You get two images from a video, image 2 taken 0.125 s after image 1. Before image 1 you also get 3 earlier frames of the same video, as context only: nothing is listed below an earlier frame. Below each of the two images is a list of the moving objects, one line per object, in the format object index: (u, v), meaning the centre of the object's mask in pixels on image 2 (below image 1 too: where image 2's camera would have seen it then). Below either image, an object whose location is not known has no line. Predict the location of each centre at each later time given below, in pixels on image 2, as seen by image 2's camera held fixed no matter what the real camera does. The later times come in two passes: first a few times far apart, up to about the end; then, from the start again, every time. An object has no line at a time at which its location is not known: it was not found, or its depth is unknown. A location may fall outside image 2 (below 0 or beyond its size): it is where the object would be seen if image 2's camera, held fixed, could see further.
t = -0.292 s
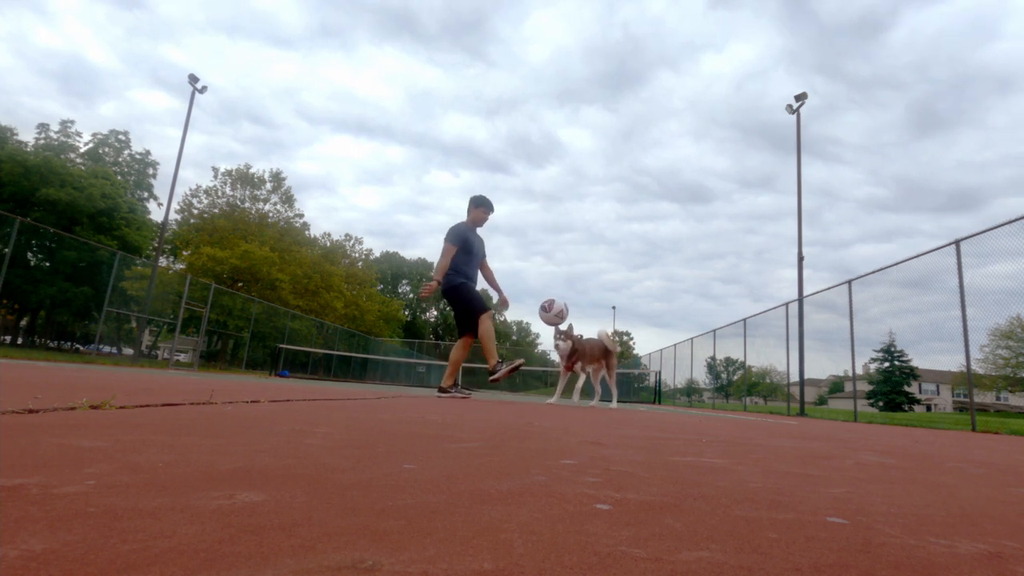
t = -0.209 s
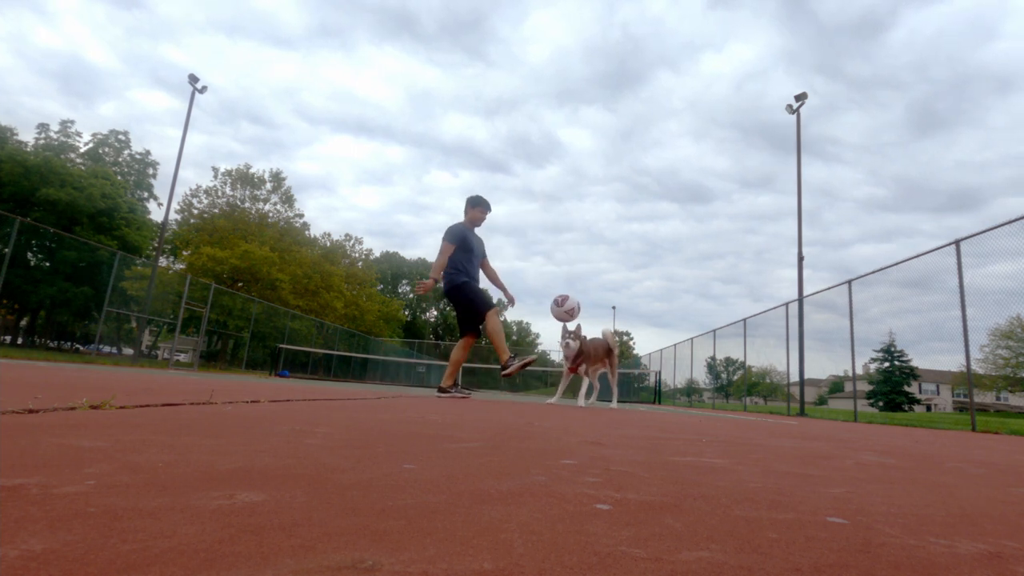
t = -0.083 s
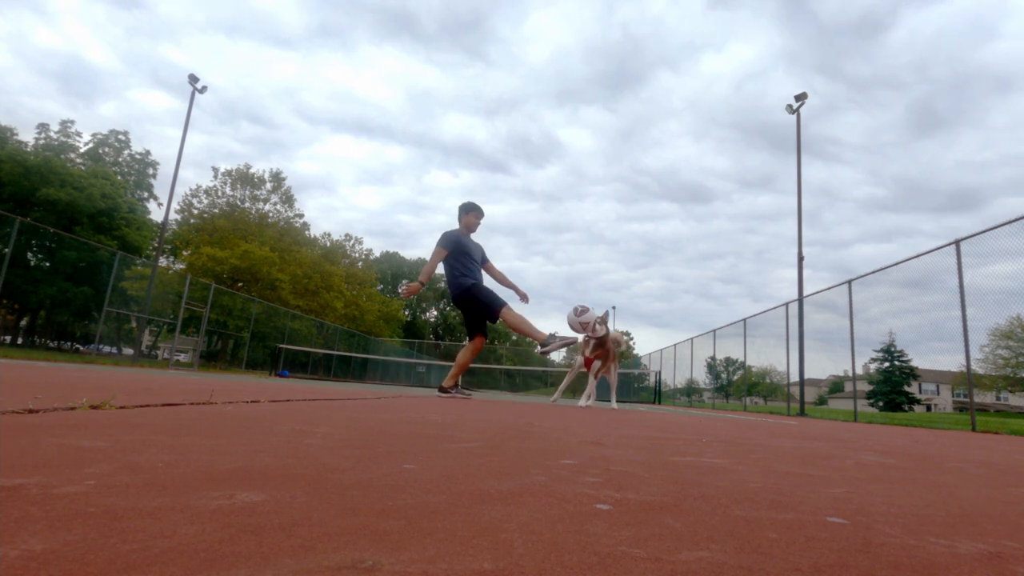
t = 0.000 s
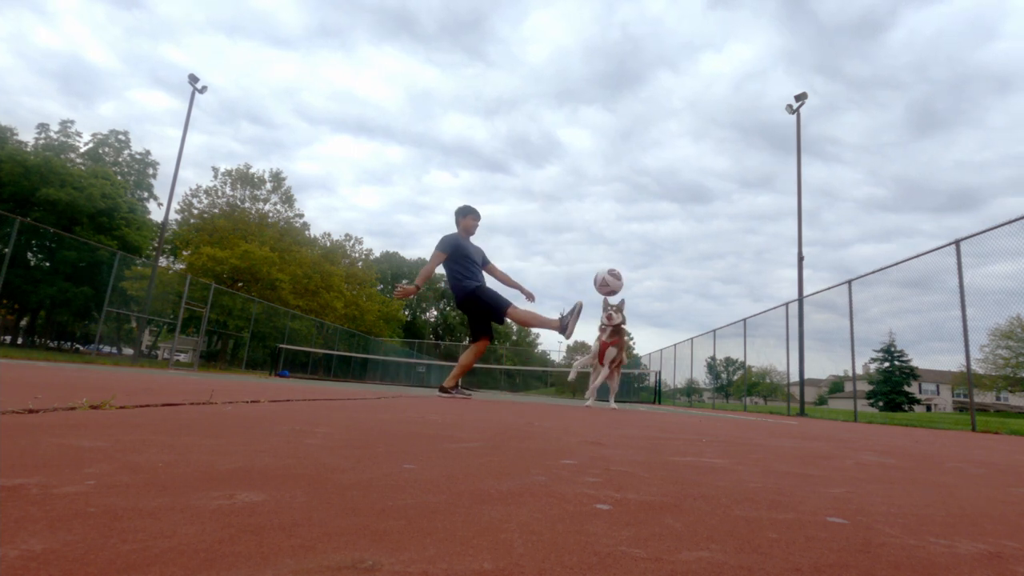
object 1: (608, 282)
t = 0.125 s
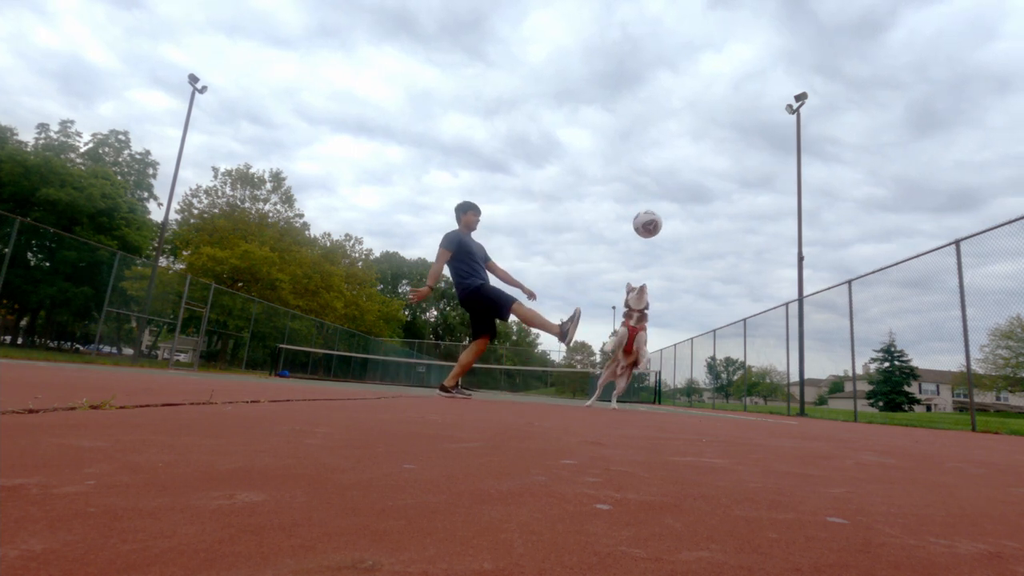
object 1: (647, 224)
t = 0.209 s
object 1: (671, 197)
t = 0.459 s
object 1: (739, 166)
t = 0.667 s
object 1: (792, 196)
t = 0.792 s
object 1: (825, 239)
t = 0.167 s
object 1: (659, 210)
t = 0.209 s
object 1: (671, 197)
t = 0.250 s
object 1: (682, 186)
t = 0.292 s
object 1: (694, 177)
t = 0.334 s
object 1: (706, 171)
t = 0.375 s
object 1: (717, 167)
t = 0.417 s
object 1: (728, 166)
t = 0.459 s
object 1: (739, 166)
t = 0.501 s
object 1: (750, 169)
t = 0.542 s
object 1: (760, 173)
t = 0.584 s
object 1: (771, 178)
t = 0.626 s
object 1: (782, 186)
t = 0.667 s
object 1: (792, 196)
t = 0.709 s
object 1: (804, 208)
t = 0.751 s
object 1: (815, 223)
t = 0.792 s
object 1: (825, 239)
